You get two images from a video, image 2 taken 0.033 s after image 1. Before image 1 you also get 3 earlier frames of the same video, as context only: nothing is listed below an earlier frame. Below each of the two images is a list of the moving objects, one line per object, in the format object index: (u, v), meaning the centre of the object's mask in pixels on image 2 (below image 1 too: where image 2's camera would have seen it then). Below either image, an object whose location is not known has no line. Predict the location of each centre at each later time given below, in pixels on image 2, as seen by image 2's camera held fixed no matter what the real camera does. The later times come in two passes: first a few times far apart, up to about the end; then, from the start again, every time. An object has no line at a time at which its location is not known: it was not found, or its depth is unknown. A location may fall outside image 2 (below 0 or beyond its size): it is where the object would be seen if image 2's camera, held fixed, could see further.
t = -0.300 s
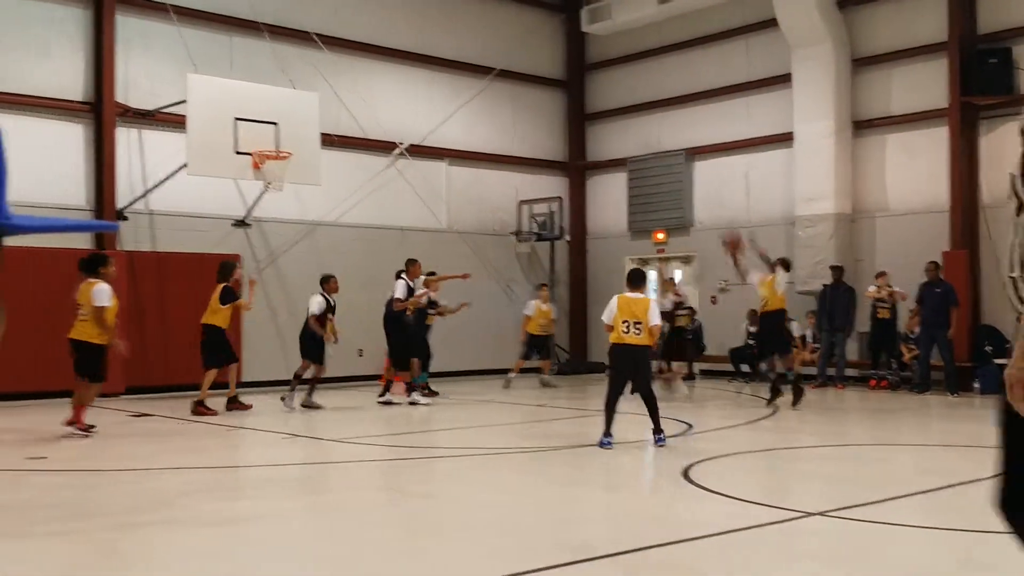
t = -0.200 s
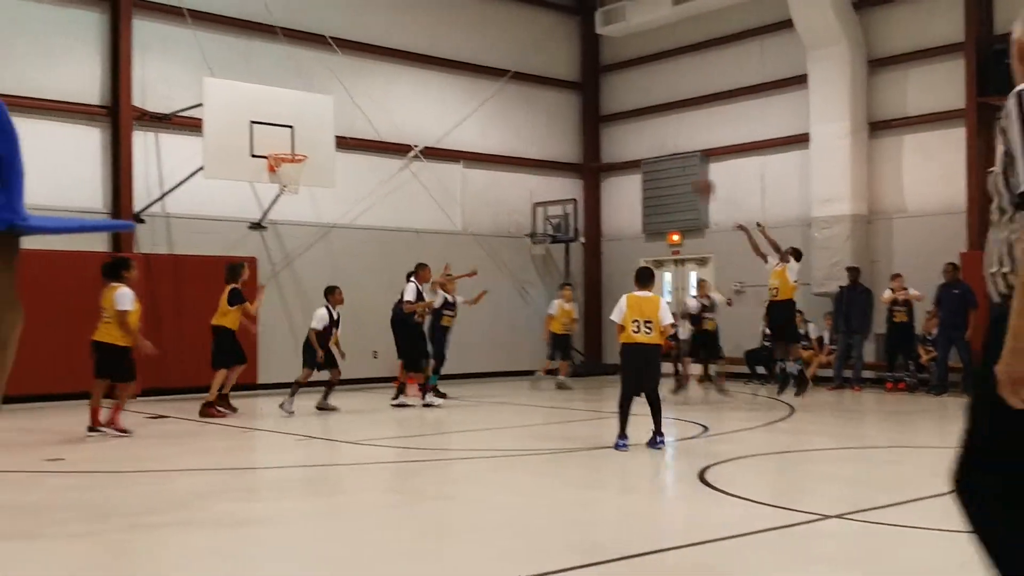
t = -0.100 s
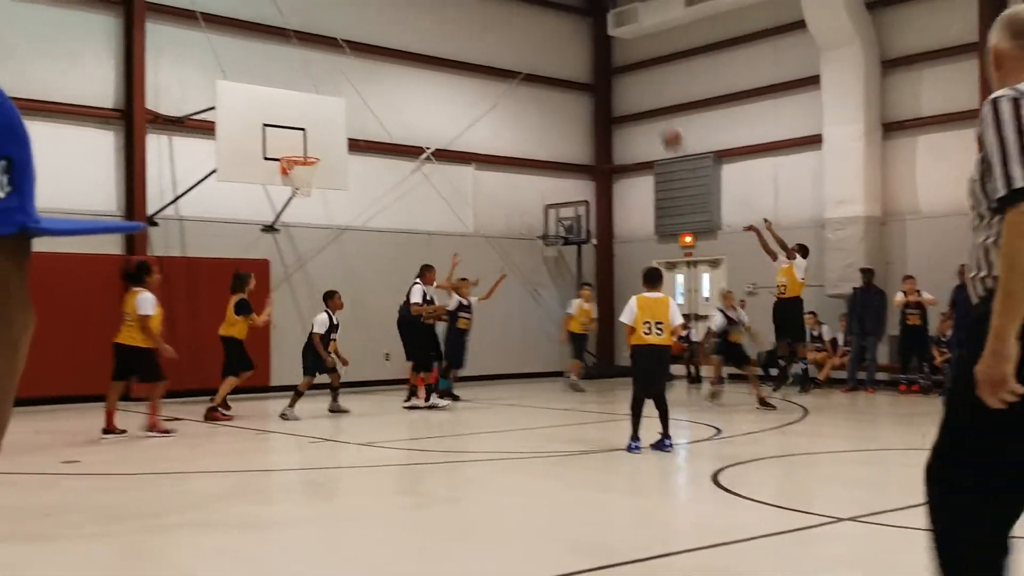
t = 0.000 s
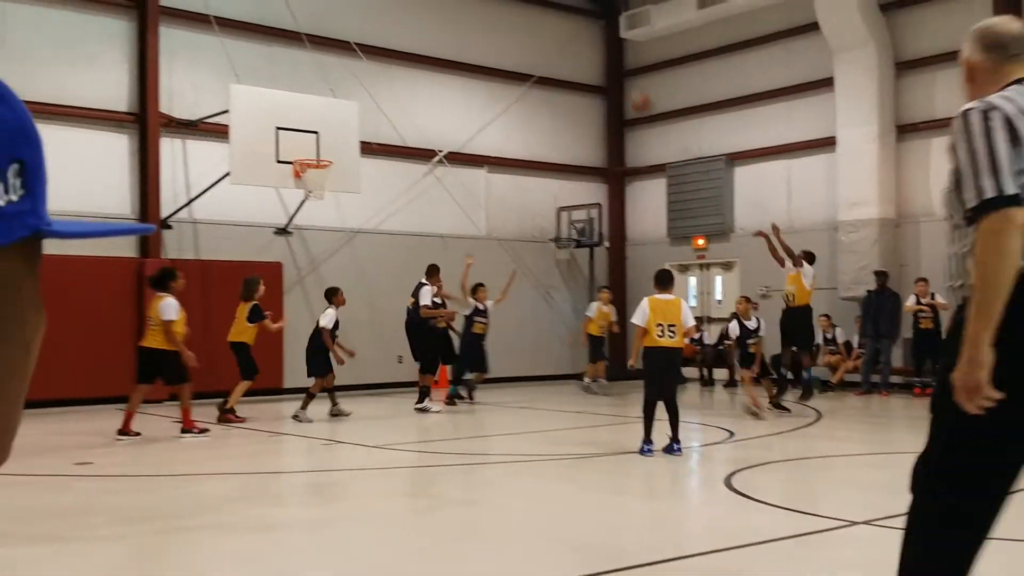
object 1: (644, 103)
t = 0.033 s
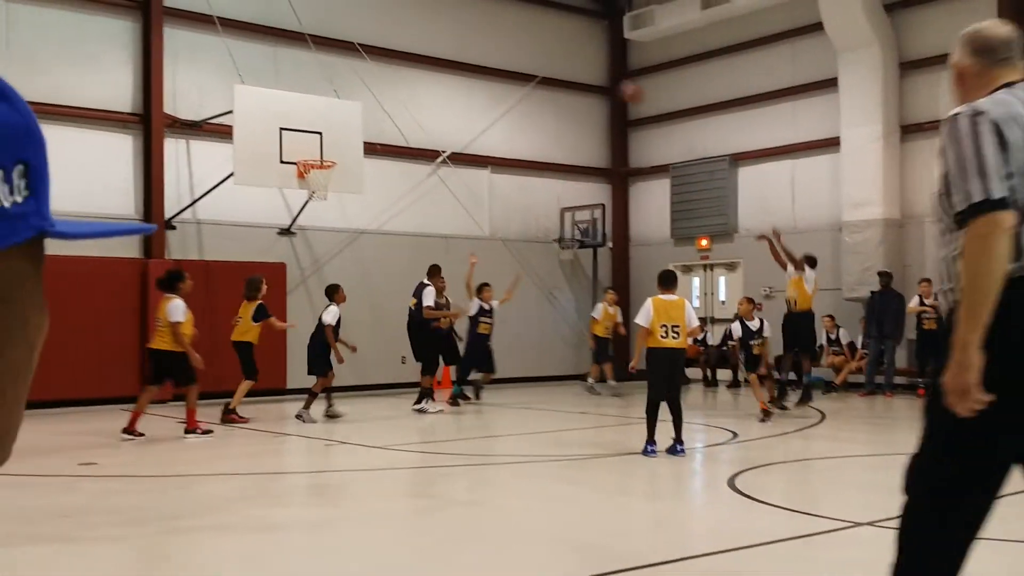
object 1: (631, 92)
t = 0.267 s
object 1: (539, 46)
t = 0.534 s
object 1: (438, 46)
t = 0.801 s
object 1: (347, 103)
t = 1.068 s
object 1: (274, 142)
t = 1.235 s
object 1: (259, 136)
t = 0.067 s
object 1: (618, 84)
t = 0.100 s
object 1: (606, 75)
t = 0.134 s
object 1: (591, 70)
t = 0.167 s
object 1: (578, 62)
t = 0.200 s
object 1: (565, 55)
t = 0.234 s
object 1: (551, 50)
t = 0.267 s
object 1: (539, 46)
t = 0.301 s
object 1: (527, 43)
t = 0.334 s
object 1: (514, 42)
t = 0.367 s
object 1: (501, 40)
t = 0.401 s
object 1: (489, 40)
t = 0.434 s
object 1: (477, 40)
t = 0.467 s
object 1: (464, 42)
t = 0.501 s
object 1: (451, 45)
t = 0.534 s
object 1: (438, 46)
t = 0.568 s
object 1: (427, 51)
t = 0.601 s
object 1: (414, 54)
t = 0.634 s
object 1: (403, 60)
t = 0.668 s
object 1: (394, 65)
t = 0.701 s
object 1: (381, 76)
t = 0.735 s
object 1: (369, 84)
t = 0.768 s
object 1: (358, 93)
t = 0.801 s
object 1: (347, 103)
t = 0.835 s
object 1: (335, 113)
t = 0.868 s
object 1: (324, 124)
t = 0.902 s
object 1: (312, 137)
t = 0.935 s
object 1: (301, 150)
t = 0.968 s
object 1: (294, 150)
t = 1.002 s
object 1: (288, 146)
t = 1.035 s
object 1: (280, 143)
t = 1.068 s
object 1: (274, 142)
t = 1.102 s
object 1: (268, 141)
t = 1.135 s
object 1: (263, 139)
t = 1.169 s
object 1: (262, 137)
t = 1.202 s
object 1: (261, 136)
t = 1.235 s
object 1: (259, 136)
